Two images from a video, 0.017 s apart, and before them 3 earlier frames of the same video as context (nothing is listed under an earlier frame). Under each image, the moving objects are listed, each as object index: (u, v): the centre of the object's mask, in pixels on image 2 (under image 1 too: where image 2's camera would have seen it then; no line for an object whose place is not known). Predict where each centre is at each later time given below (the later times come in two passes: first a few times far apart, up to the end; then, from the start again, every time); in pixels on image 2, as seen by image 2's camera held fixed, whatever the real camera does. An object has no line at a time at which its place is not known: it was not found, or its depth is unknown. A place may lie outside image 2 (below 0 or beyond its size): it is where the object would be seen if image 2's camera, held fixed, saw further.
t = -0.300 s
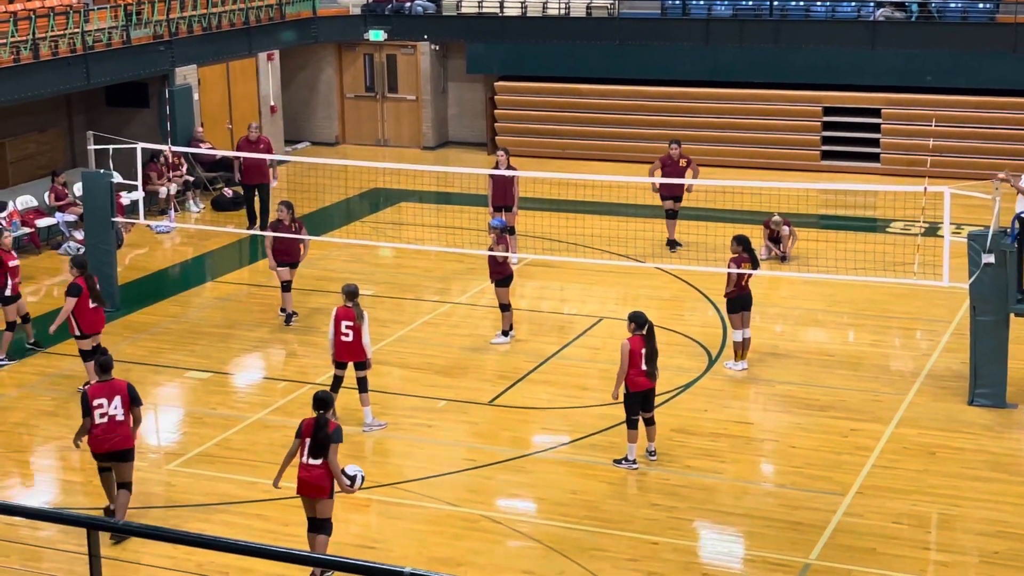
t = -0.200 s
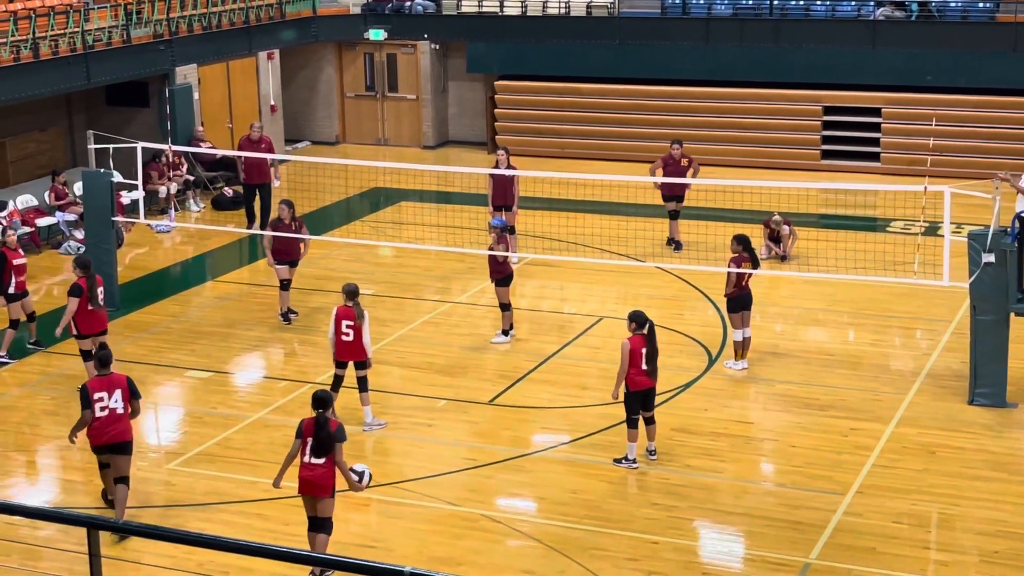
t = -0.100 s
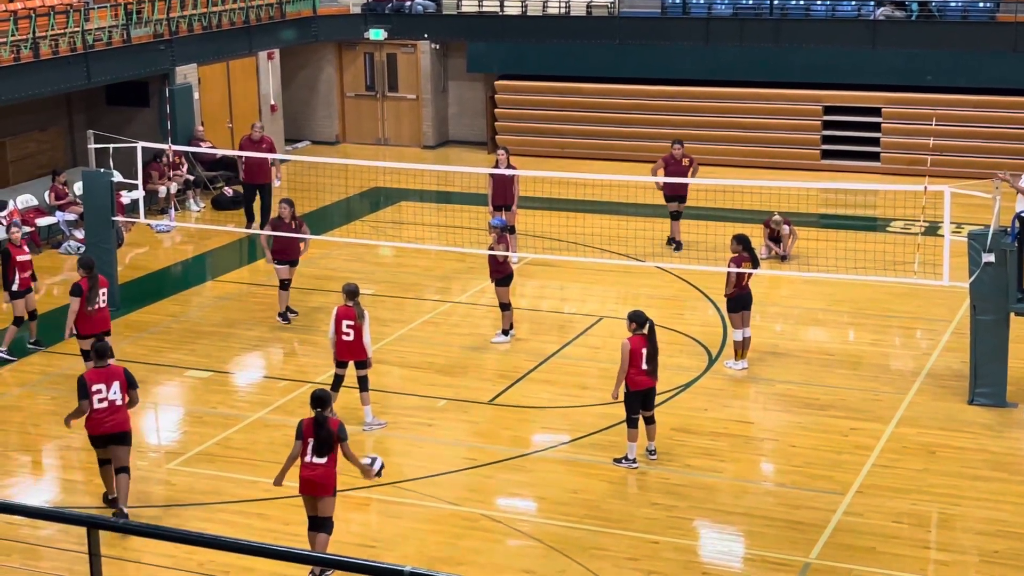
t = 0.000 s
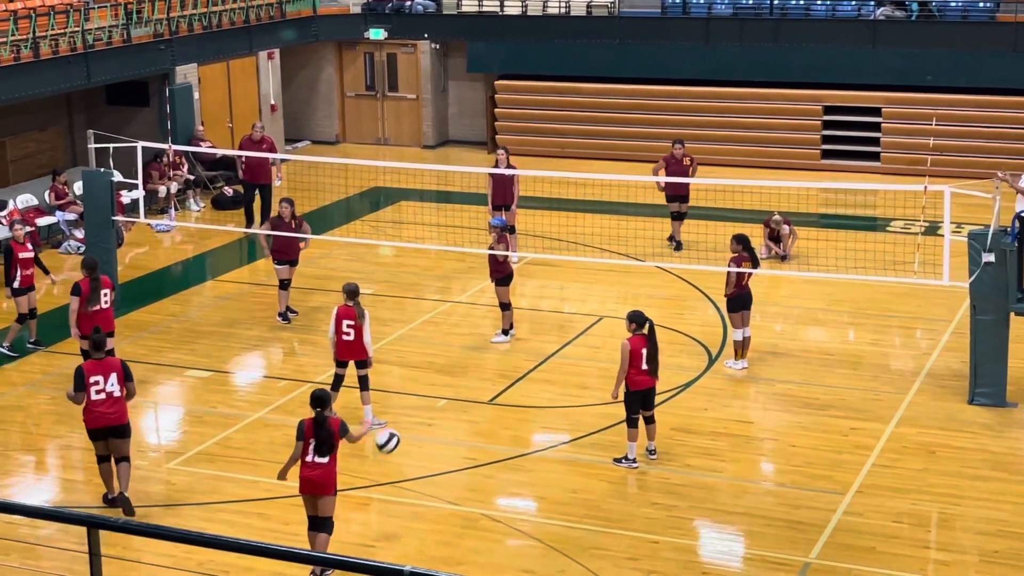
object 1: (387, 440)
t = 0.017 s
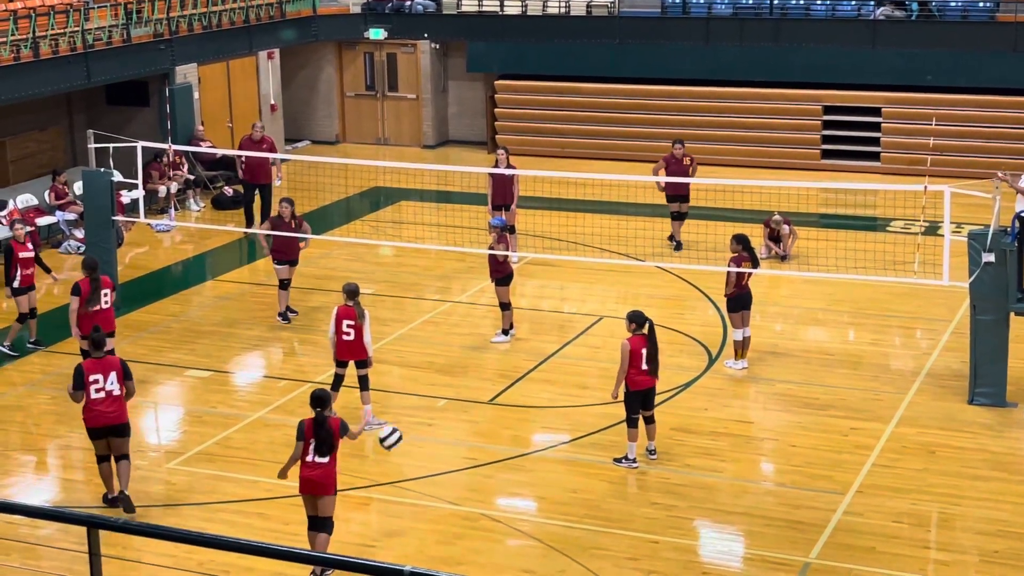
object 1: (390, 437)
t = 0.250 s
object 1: (426, 422)
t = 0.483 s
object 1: (454, 427)
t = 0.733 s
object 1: (472, 367)
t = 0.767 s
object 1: (474, 362)
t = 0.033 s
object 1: (392, 433)
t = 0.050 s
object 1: (395, 430)
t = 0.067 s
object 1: (398, 428)
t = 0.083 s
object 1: (400, 427)
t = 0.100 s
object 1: (403, 425)
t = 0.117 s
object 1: (406, 424)
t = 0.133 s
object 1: (408, 422)
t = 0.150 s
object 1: (411, 421)
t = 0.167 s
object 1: (413, 421)
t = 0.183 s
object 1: (416, 420)
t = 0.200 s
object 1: (418, 420)
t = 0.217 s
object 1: (421, 420)
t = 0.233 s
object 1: (424, 421)
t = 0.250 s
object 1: (426, 422)
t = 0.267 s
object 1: (428, 423)
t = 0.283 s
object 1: (431, 424)
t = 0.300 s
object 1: (433, 426)
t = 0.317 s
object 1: (435, 428)
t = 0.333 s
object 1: (437, 431)
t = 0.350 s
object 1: (439, 432)
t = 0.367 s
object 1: (442, 435)
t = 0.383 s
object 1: (444, 438)
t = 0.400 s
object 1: (447, 441)
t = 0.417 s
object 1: (449, 445)
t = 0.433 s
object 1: (451, 448)
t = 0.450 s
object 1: (452, 442)
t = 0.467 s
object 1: (453, 434)
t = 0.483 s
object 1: (454, 427)
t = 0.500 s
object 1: (455, 421)
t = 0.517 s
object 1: (457, 416)
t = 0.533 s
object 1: (458, 410)
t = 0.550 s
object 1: (459, 405)
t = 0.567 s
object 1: (460, 400)
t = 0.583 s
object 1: (461, 395)
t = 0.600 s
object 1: (462, 391)
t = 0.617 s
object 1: (464, 387)
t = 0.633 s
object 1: (465, 383)
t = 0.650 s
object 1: (466, 380)
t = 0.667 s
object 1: (467, 376)
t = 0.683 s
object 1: (469, 373)
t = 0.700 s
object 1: (470, 370)
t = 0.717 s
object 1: (471, 368)
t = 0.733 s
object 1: (472, 367)
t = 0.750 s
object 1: (473, 364)
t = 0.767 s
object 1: (474, 362)
